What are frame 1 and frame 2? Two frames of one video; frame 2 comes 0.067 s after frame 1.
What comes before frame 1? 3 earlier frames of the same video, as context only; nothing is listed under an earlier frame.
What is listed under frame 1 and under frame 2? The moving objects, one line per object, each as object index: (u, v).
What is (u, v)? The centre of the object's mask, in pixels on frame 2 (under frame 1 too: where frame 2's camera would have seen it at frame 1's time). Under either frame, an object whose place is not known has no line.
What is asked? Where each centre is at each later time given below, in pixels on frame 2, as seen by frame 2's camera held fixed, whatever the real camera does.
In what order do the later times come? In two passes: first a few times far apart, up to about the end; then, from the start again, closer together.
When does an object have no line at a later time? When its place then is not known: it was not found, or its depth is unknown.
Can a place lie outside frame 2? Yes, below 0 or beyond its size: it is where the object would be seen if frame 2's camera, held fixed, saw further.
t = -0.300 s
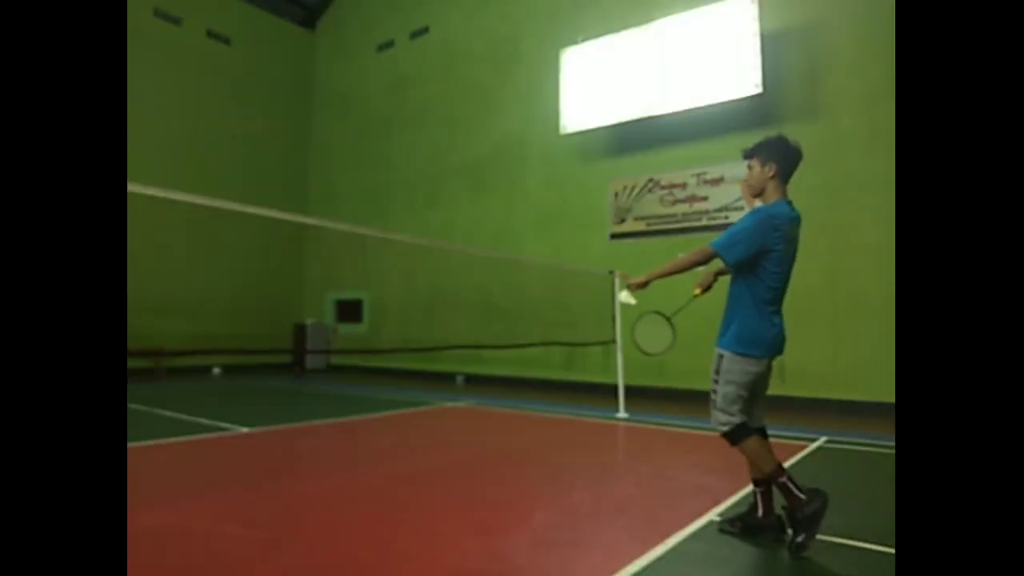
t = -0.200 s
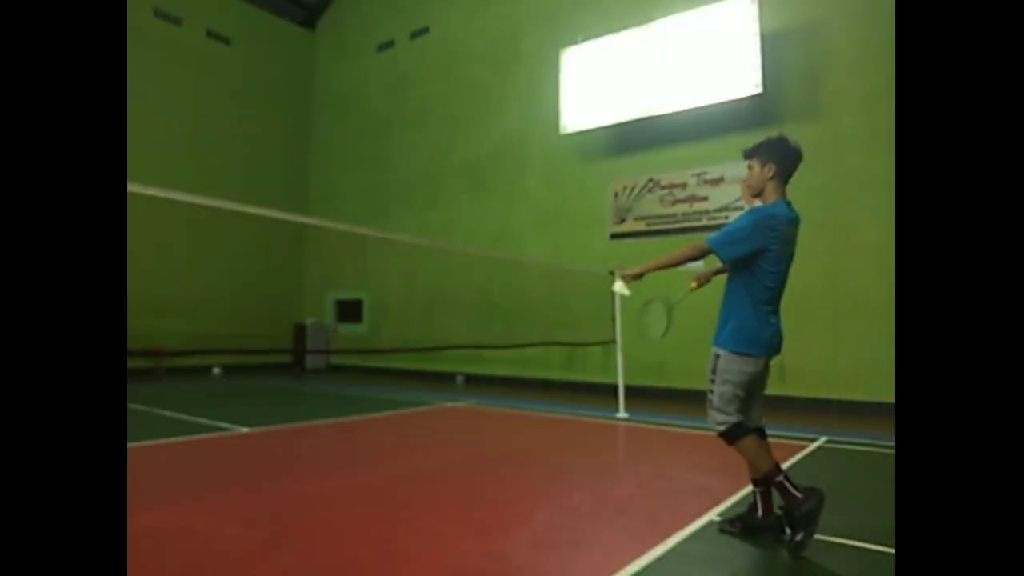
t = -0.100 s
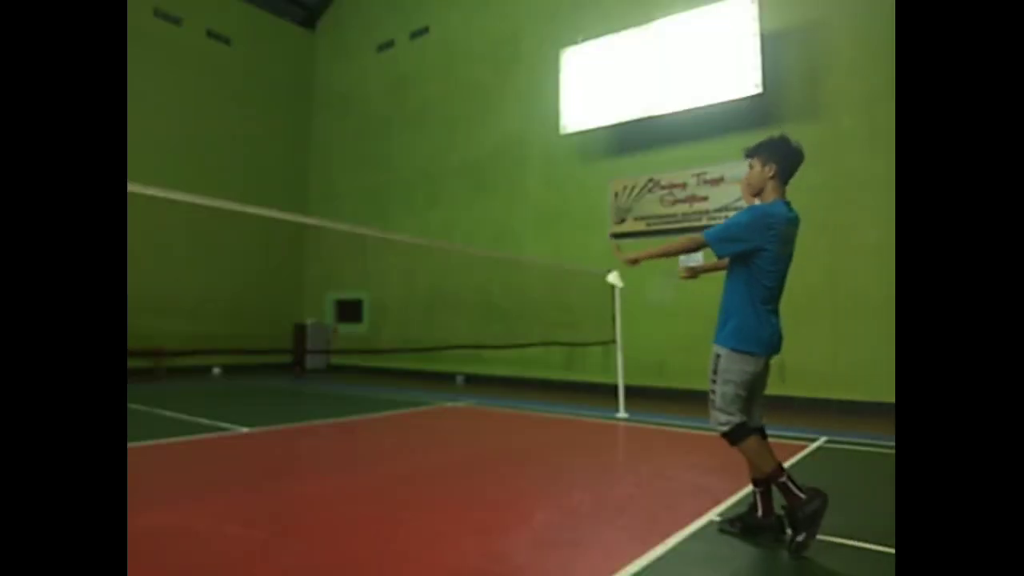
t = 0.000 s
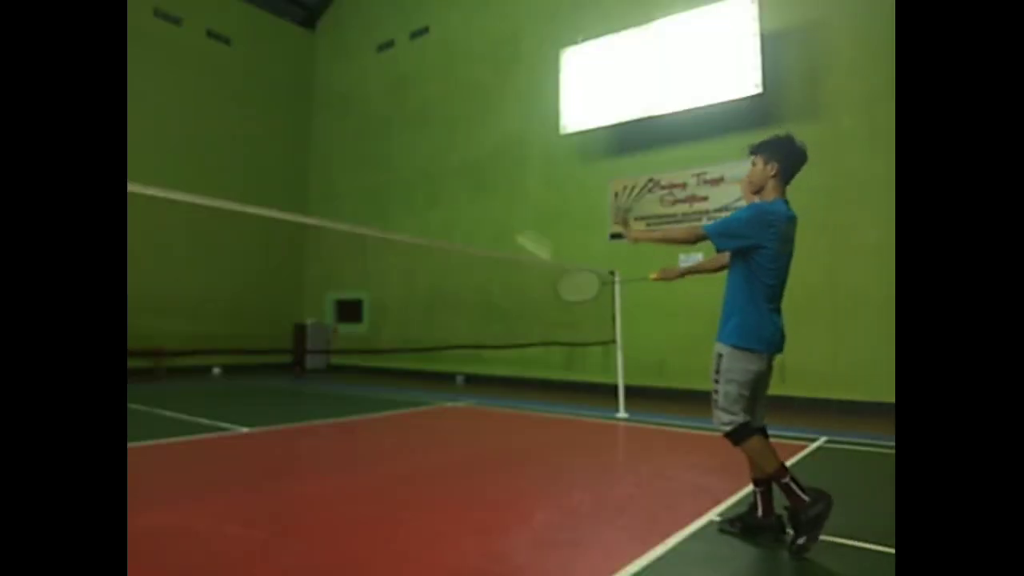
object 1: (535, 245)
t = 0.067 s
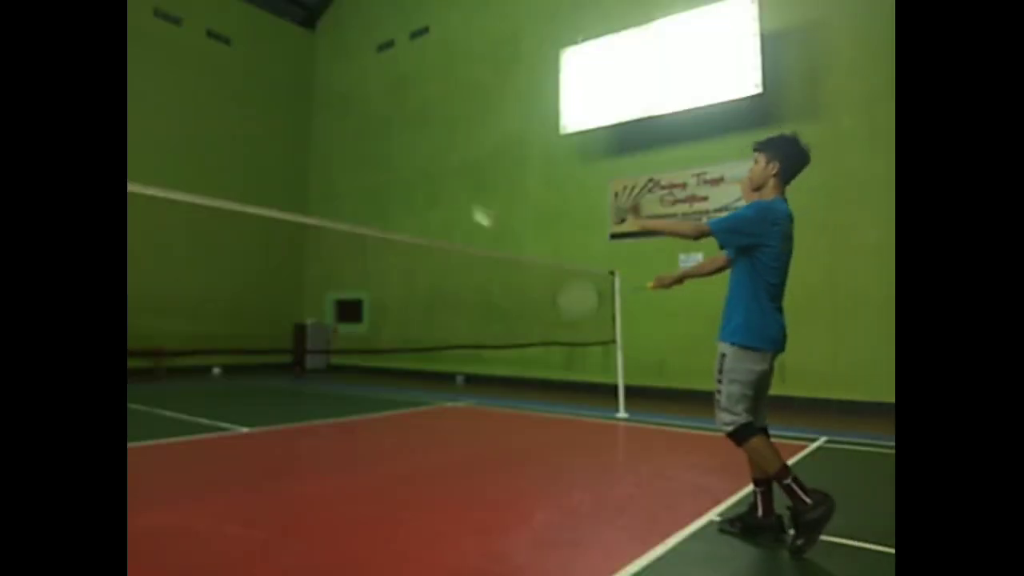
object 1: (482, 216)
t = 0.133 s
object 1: (445, 196)
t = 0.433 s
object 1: (328, 237)
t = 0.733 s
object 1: (263, 347)
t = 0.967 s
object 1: (238, 406)
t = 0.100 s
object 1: (464, 206)
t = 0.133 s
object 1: (445, 196)
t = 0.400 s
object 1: (338, 231)
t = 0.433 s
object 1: (328, 237)
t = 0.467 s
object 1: (318, 246)
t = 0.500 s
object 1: (310, 256)
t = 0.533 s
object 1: (301, 267)
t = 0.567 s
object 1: (294, 279)
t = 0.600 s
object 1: (287, 292)
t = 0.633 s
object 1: (280, 305)
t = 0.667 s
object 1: (274, 319)
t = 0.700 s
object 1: (268, 333)
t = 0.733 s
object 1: (263, 347)
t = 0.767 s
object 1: (257, 364)
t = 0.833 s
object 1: (247, 396)
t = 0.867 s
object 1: (242, 413)
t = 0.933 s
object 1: (239, 411)
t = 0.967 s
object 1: (238, 406)
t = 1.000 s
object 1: (237, 404)
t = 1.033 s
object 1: (238, 401)
